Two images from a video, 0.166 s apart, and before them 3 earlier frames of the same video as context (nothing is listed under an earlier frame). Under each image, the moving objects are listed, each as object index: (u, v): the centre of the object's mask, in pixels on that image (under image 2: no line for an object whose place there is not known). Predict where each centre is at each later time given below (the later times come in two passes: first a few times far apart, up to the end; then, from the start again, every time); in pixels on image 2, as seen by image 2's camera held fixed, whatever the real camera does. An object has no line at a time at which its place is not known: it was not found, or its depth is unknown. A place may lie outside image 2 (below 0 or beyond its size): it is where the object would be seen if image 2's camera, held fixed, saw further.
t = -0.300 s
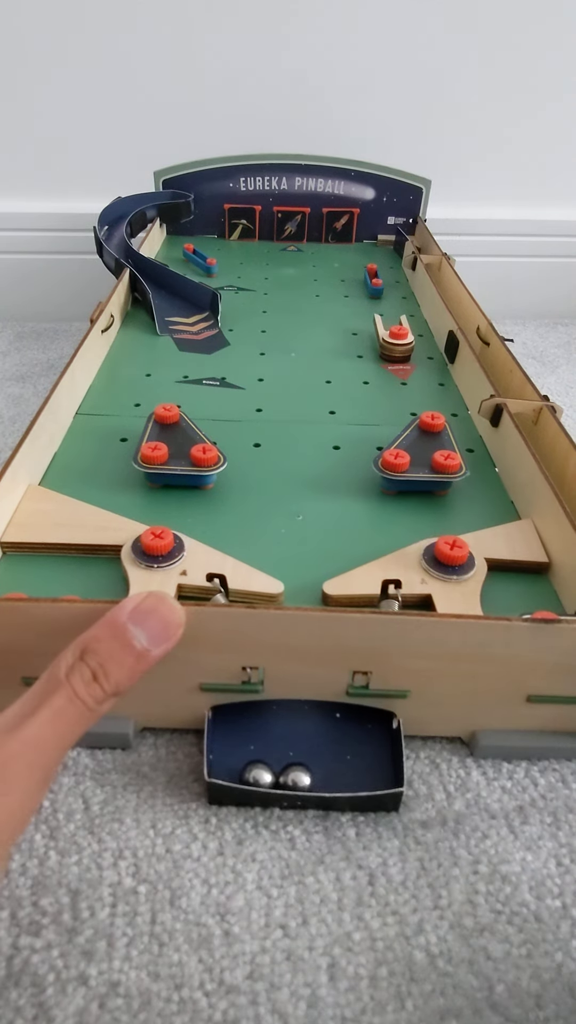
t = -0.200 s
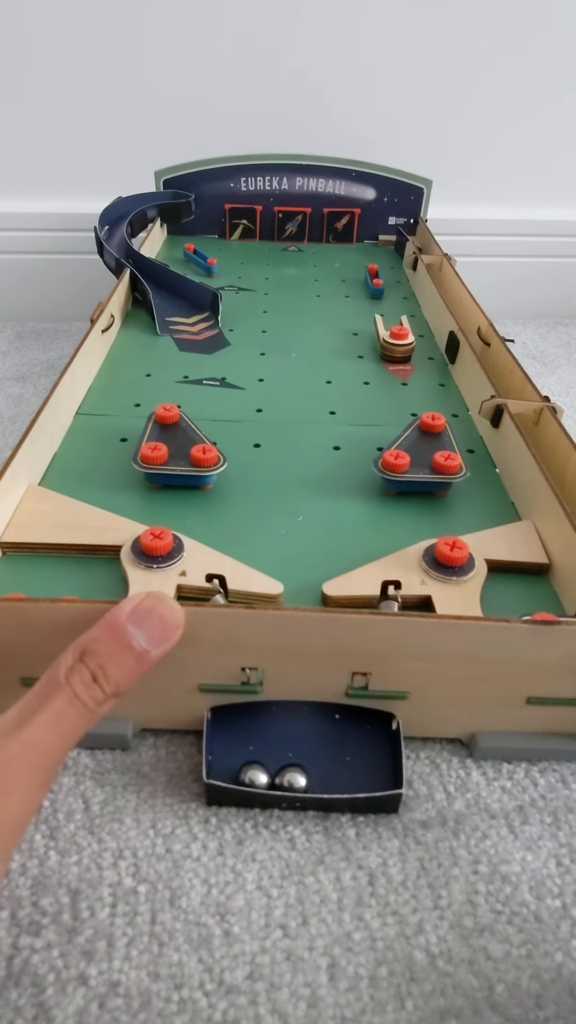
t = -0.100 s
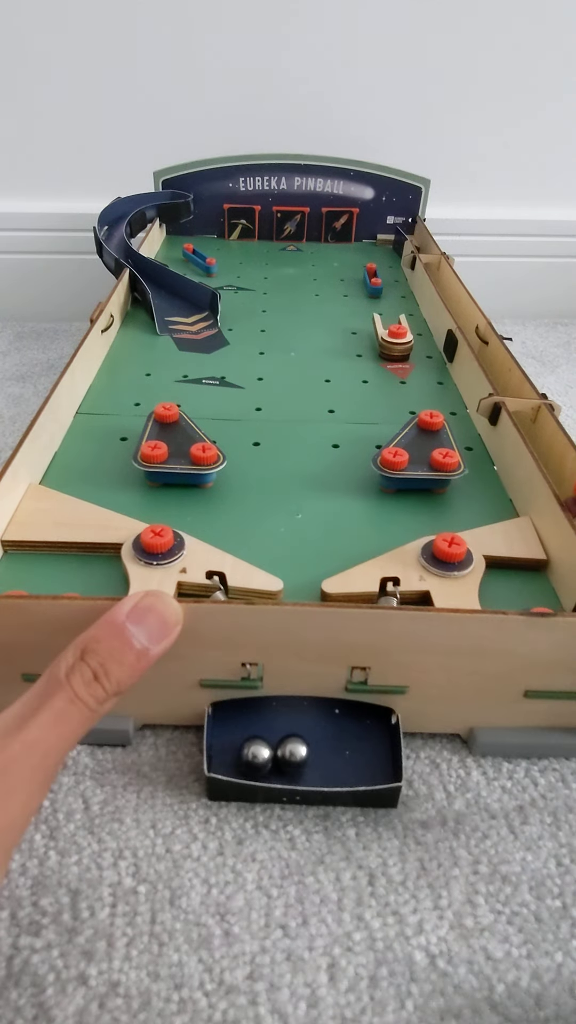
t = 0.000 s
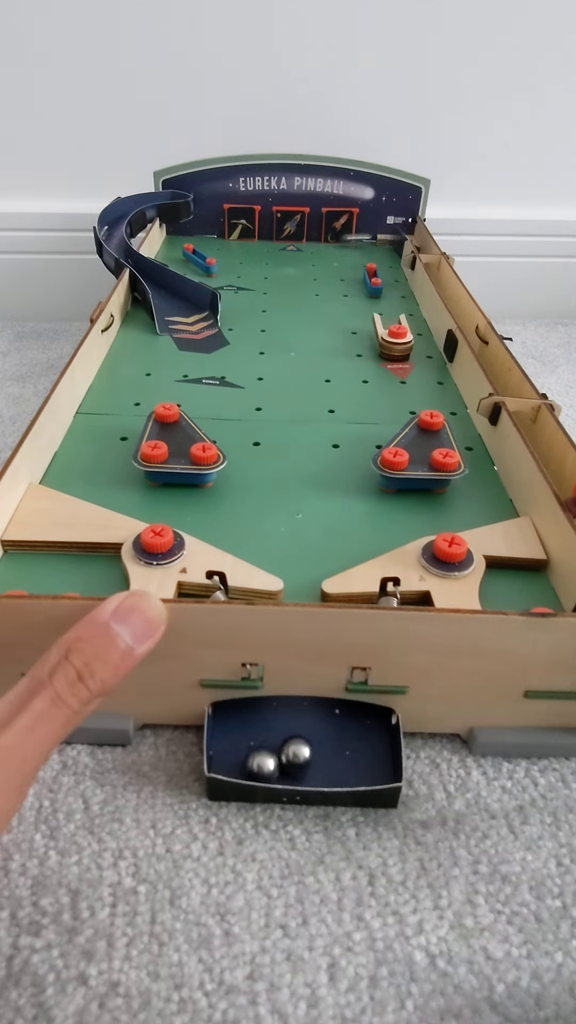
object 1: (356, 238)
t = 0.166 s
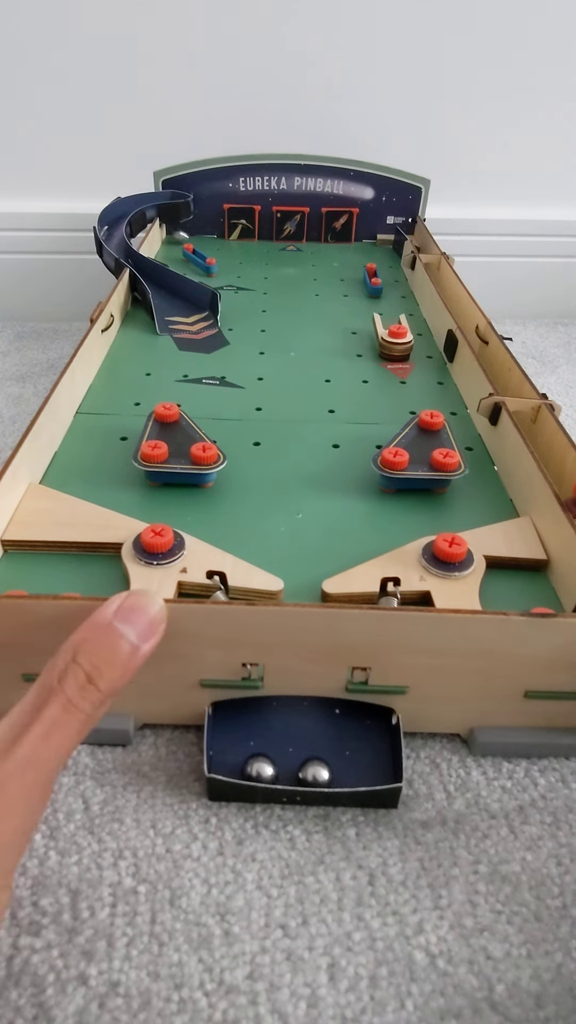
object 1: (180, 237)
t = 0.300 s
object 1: (233, 259)
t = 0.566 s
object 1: (326, 326)
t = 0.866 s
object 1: (453, 407)
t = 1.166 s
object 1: (451, 423)
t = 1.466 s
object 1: (468, 479)
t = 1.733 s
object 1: (473, 516)
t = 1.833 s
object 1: (456, 522)
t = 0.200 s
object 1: (196, 241)
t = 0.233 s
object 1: (209, 248)
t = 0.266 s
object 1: (222, 254)
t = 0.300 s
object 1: (233, 259)
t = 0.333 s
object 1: (244, 266)
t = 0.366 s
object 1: (254, 272)
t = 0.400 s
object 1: (264, 279)
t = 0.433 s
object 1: (274, 287)
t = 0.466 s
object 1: (286, 294)
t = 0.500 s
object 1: (298, 304)
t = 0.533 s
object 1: (312, 315)
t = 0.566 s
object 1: (326, 326)
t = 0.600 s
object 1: (341, 340)
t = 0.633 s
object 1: (357, 354)
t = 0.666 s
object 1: (375, 371)
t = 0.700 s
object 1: (395, 391)
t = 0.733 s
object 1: (414, 410)
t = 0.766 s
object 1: (453, 416)
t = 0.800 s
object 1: (467, 410)
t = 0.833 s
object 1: (458, 411)
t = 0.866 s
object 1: (453, 407)
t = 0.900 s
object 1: (450, 405)
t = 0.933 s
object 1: (448, 405)
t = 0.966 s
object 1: (446, 406)
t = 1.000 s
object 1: (445, 406)
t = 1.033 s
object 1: (443, 408)
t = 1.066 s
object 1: (444, 410)
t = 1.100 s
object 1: (444, 413)
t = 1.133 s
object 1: (445, 417)
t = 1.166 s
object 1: (451, 423)
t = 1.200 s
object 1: (461, 433)
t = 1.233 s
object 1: (472, 437)
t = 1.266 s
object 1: (474, 440)
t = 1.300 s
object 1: (470, 443)
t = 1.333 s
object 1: (469, 447)
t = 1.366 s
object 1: (469, 452)
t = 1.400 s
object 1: (469, 456)
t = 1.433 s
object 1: (467, 469)
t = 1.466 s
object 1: (468, 479)
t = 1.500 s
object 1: (474, 488)
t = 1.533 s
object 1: (482, 498)
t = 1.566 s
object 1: (492, 510)
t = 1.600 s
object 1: (489, 511)
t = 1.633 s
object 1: (483, 510)
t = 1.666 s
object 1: (479, 511)
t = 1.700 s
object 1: (476, 513)
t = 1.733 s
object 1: (473, 516)
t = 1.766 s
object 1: (468, 519)
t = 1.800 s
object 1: (462, 520)
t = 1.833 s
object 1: (456, 522)
